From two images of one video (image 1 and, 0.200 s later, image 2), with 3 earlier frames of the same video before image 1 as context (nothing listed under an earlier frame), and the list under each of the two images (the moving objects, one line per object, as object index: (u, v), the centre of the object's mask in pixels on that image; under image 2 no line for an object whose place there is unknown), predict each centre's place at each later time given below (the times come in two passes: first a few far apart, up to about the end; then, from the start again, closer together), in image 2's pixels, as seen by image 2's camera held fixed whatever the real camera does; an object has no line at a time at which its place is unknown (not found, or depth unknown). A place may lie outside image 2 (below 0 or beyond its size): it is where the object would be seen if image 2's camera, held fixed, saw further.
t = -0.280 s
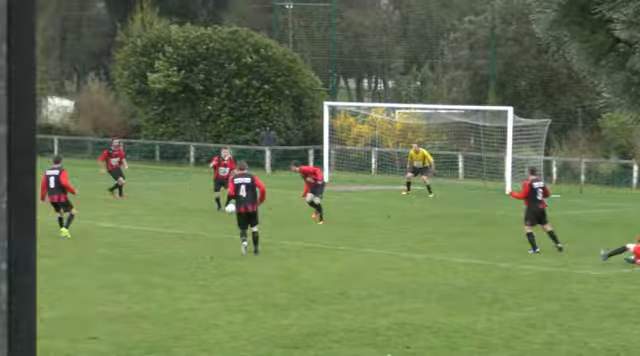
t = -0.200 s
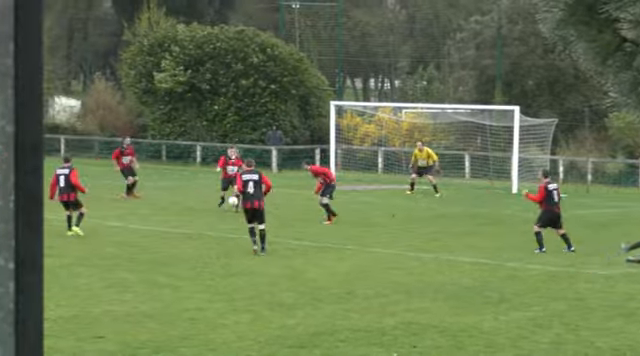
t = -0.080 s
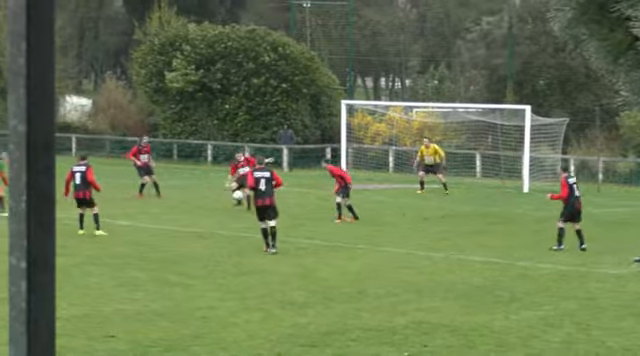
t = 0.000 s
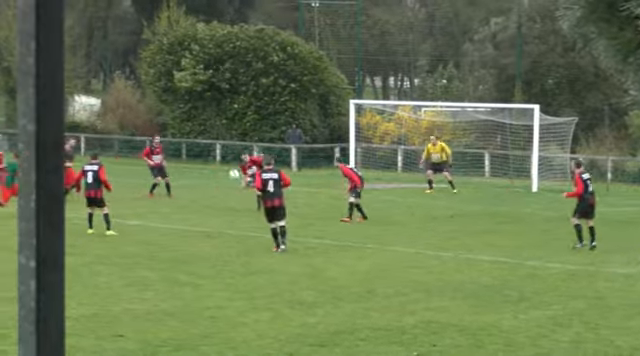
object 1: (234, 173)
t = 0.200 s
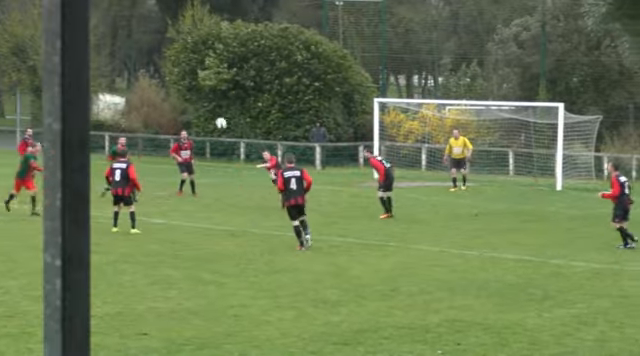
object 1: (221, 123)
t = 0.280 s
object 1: (204, 105)
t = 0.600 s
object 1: (128, 52)
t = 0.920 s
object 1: (41, 33)
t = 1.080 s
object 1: (1, 36)
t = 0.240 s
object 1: (212, 114)
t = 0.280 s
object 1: (204, 105)
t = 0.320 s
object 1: (195, 97)
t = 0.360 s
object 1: (186, 89)
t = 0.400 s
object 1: (177, 81)
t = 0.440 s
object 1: (167, 74)
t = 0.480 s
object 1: (158, 69)
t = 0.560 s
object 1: (139, 57)
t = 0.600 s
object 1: (128, 52)
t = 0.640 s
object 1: (118, 48)
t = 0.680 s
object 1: (108, 44)
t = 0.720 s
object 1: (99, 40)
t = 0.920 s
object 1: (41, 33)
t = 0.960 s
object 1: (30, 32)
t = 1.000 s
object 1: (19, 34)
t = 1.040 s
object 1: (9, 34)
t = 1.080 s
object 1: (1, 36)
